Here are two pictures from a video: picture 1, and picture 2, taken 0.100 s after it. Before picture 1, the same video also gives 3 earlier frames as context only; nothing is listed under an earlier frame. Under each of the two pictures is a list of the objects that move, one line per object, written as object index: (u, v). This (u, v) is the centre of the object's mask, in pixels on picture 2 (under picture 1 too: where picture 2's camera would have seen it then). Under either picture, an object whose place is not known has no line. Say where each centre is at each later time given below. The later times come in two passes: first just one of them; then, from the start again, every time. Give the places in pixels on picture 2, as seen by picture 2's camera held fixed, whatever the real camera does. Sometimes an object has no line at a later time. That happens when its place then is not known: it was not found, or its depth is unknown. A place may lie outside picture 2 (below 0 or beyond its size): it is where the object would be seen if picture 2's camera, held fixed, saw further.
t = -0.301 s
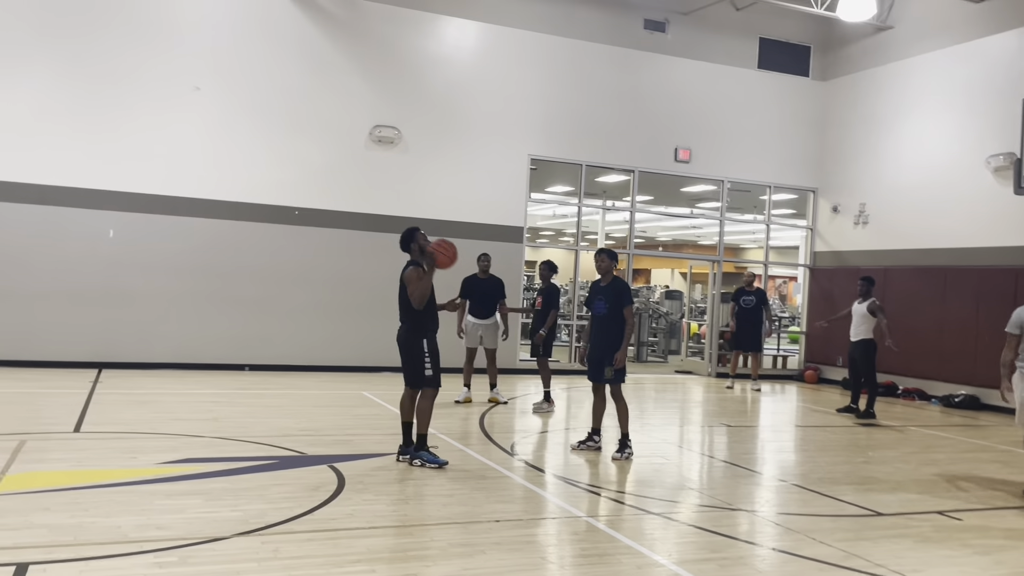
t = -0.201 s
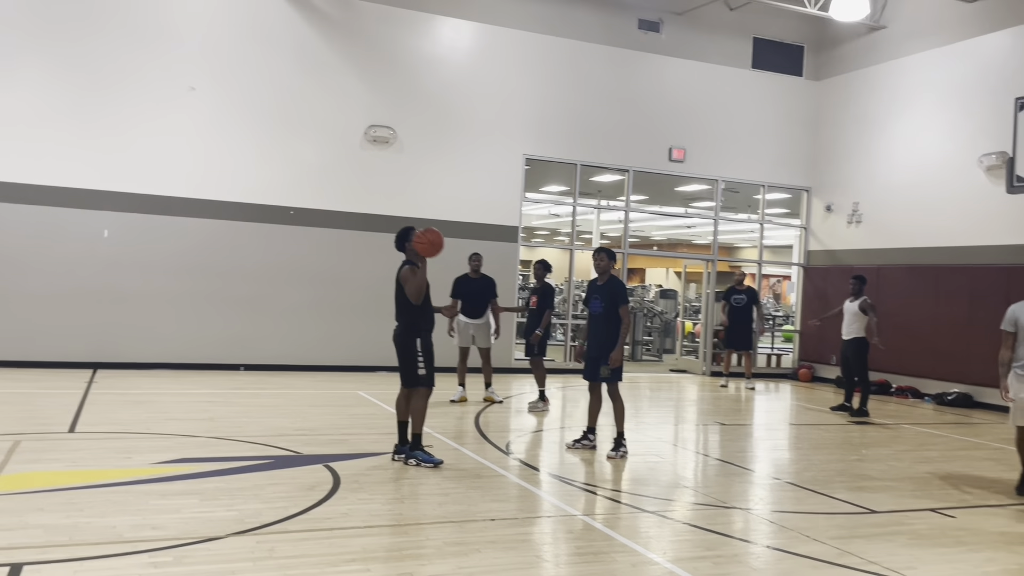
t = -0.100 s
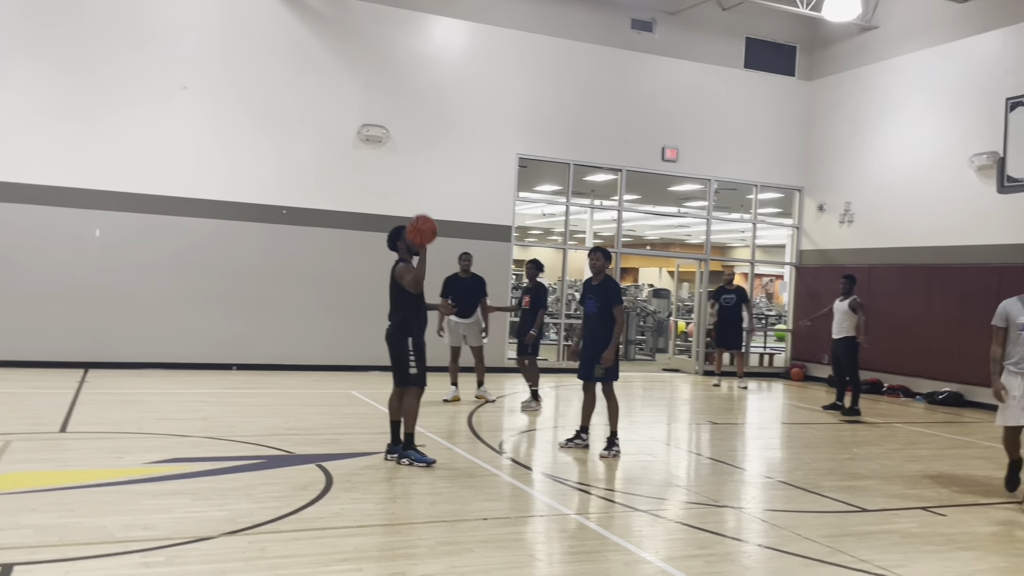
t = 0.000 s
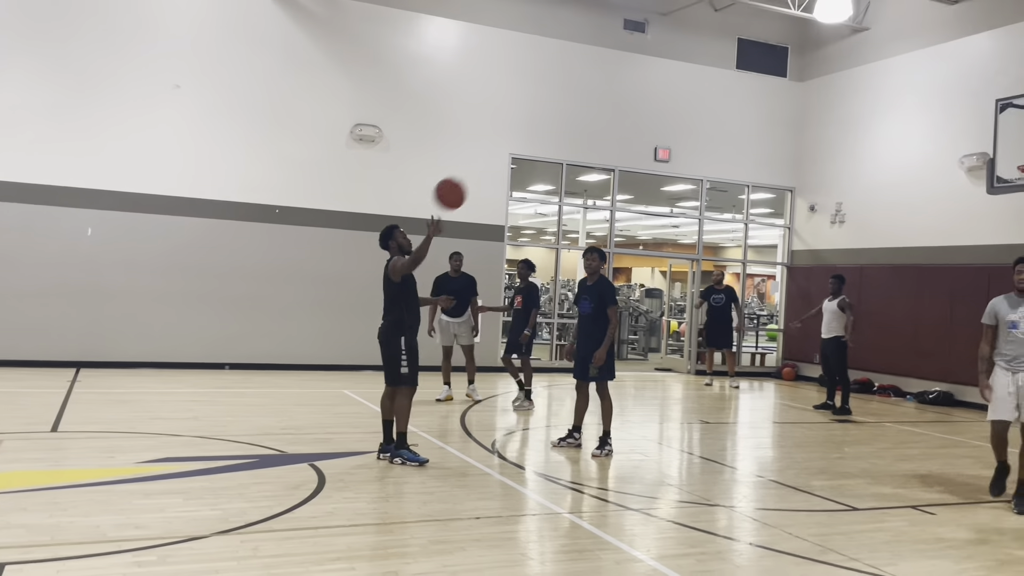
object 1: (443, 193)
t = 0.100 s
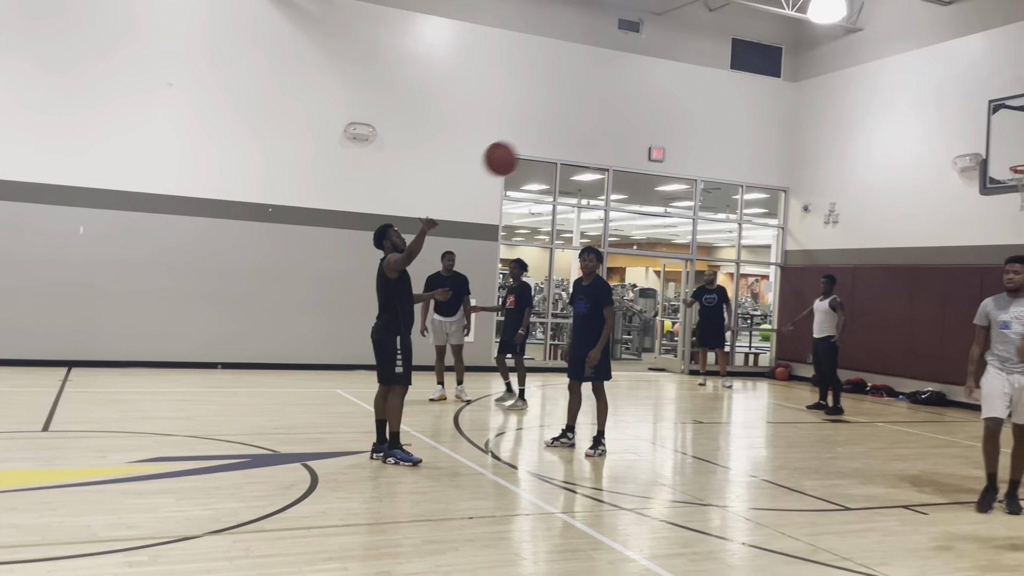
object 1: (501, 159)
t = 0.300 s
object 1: (628, 126)
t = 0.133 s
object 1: (520, 150)
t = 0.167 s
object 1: (541, 142)
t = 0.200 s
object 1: (561, 136)
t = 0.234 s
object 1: (583, 131)
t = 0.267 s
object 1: (606, 128)
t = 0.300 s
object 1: (628, 126)
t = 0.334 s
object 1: (652, 126)
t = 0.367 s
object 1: (677, 128)
